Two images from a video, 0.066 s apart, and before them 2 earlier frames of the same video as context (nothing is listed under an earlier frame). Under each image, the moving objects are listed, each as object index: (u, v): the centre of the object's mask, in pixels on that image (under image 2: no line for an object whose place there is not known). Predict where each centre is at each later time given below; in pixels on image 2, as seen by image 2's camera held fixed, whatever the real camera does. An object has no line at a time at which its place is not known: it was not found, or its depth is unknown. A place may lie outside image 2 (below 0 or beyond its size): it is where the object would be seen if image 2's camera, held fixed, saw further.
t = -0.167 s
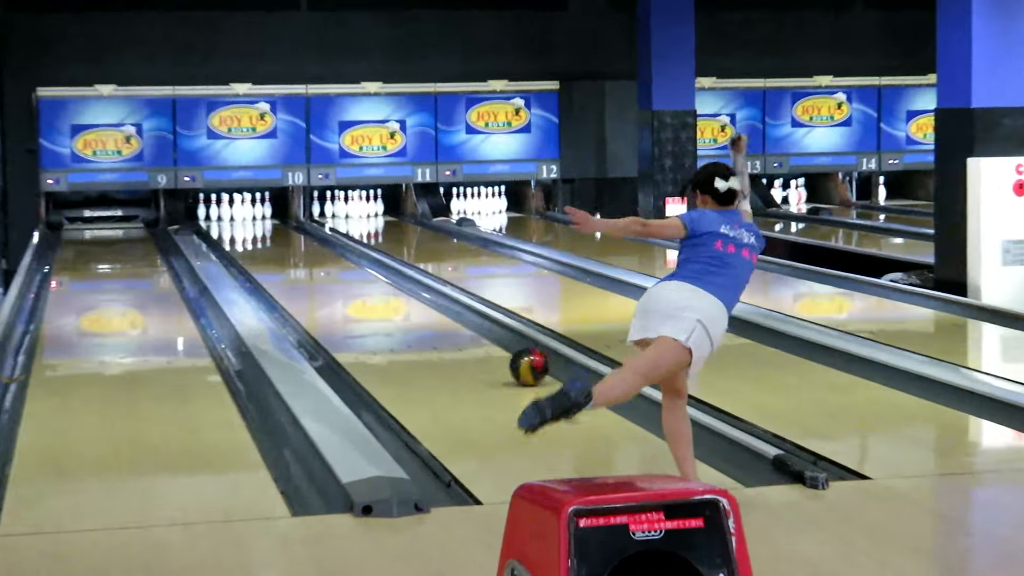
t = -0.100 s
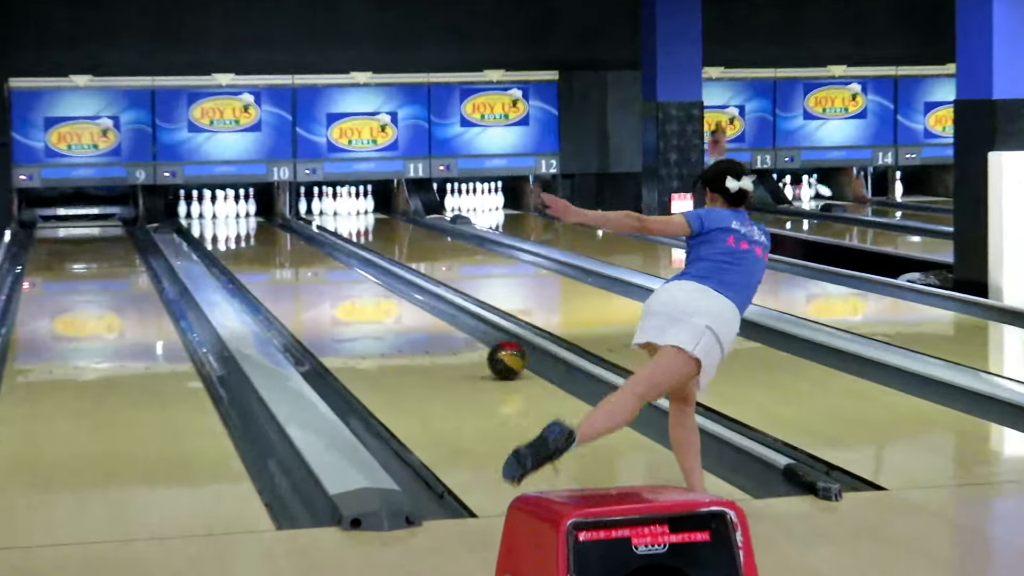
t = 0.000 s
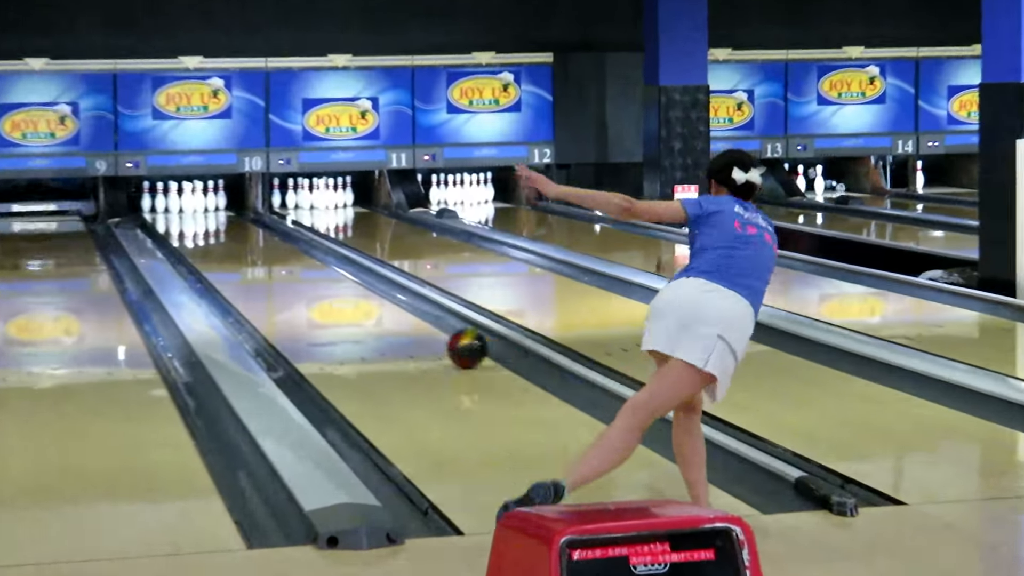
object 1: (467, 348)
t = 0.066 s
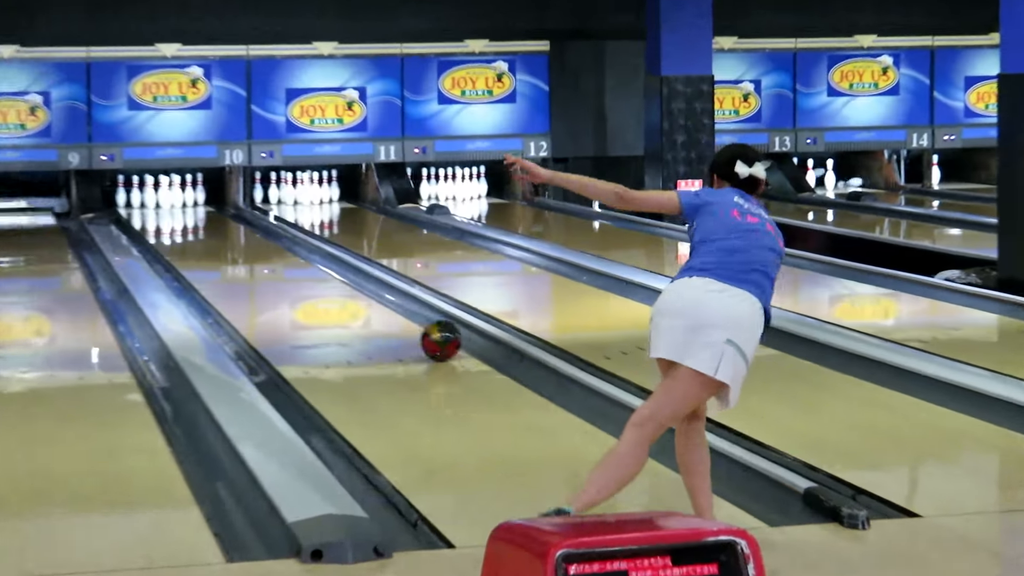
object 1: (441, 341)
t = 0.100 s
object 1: (432, 336)
